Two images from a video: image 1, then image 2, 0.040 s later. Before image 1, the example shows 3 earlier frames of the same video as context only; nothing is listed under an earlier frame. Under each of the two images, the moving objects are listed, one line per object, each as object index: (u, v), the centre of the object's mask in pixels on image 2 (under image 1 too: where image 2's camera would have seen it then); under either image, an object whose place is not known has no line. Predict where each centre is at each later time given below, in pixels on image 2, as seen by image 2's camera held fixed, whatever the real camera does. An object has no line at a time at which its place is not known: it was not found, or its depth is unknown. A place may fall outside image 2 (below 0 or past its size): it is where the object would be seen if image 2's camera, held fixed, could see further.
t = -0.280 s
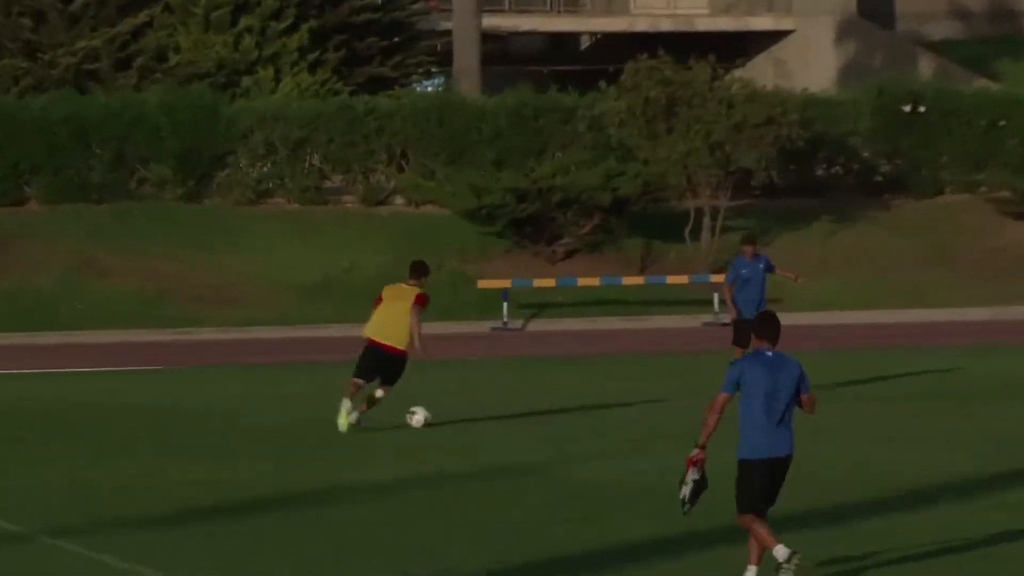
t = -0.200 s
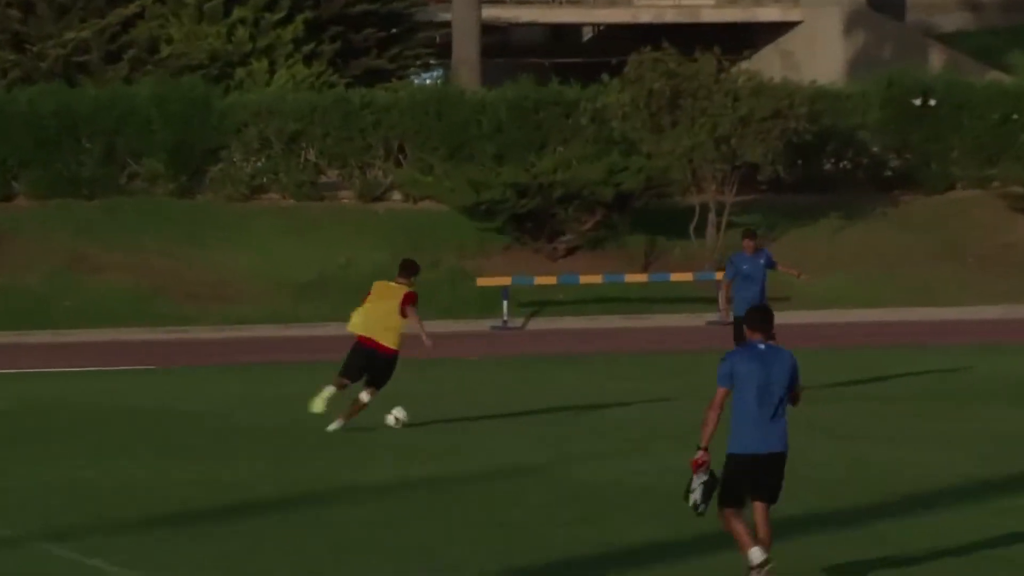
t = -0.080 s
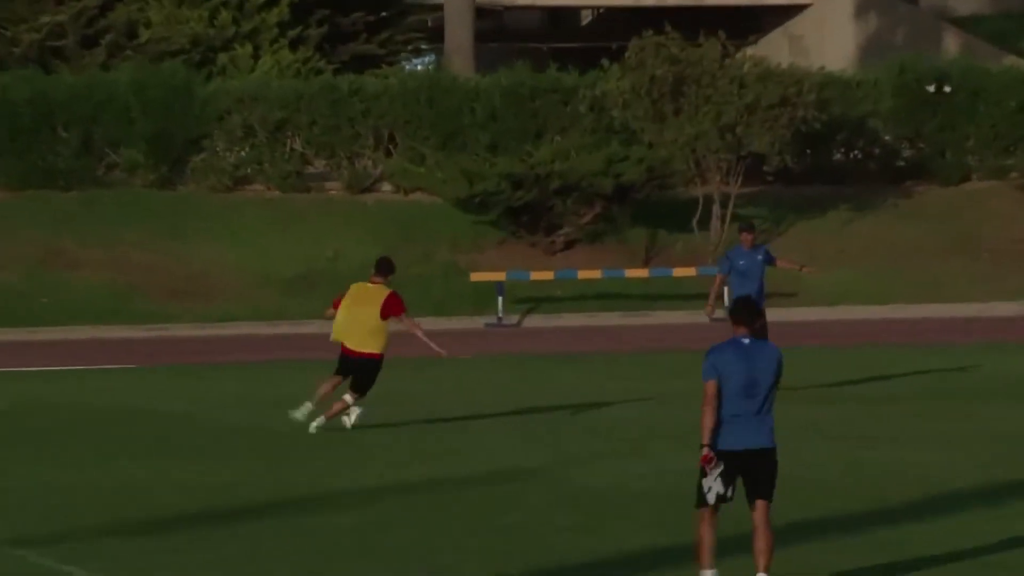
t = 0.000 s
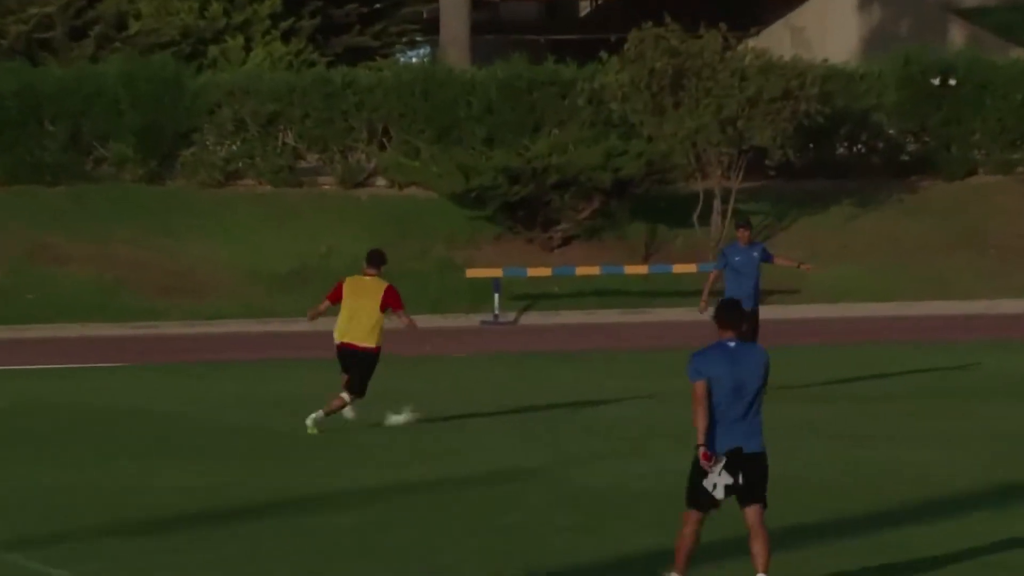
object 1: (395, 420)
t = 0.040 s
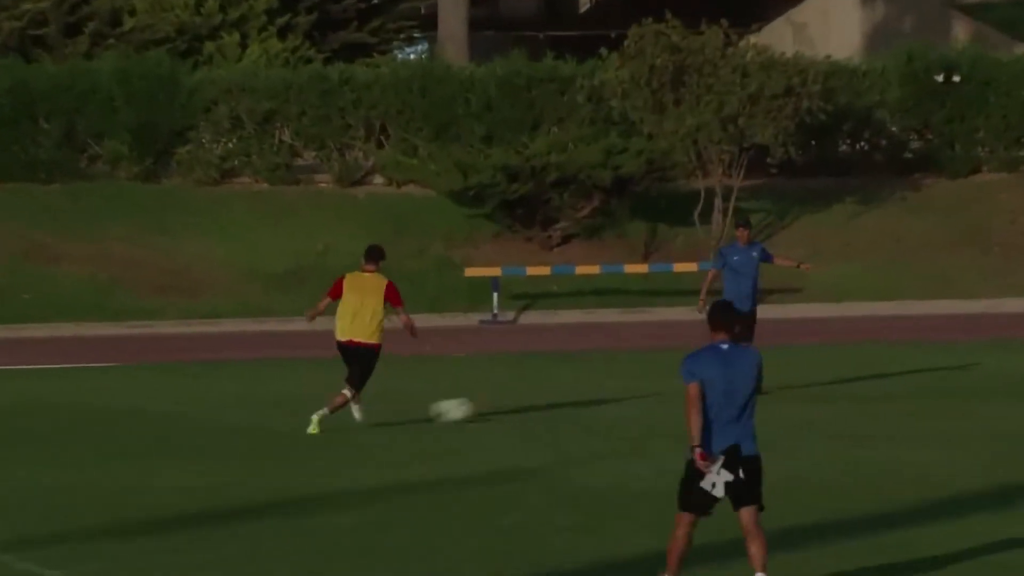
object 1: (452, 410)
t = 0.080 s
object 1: (512, 405)
